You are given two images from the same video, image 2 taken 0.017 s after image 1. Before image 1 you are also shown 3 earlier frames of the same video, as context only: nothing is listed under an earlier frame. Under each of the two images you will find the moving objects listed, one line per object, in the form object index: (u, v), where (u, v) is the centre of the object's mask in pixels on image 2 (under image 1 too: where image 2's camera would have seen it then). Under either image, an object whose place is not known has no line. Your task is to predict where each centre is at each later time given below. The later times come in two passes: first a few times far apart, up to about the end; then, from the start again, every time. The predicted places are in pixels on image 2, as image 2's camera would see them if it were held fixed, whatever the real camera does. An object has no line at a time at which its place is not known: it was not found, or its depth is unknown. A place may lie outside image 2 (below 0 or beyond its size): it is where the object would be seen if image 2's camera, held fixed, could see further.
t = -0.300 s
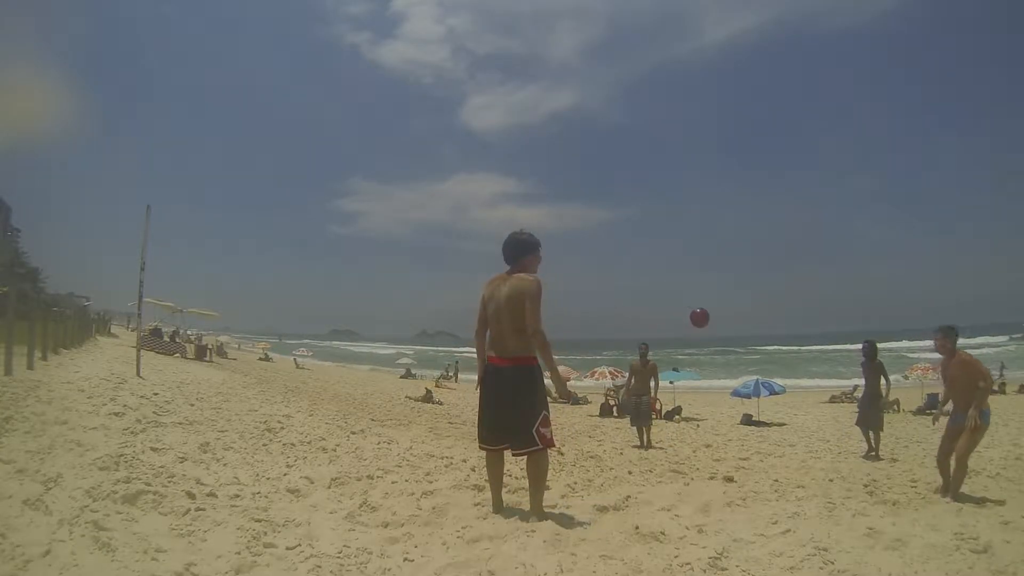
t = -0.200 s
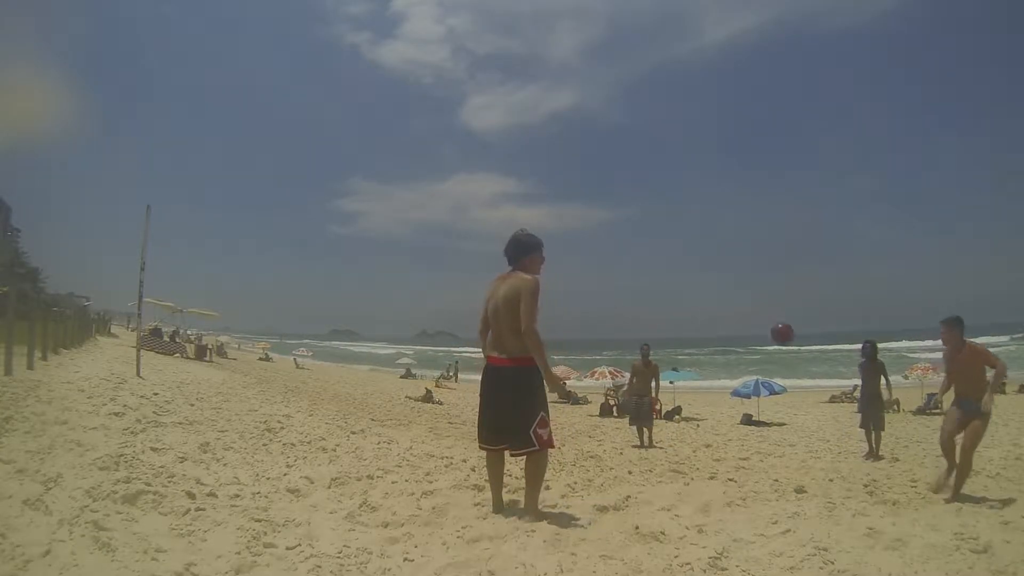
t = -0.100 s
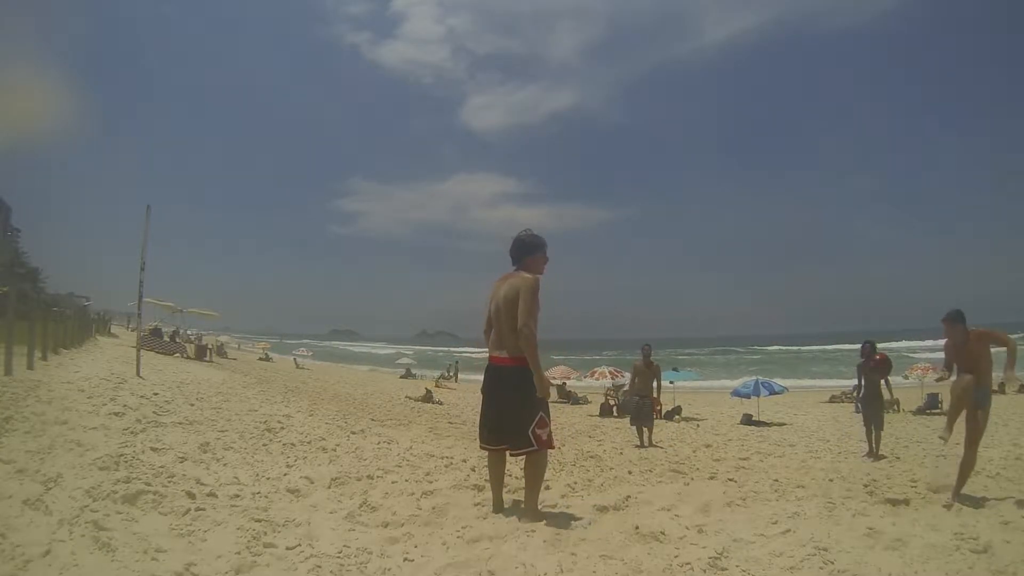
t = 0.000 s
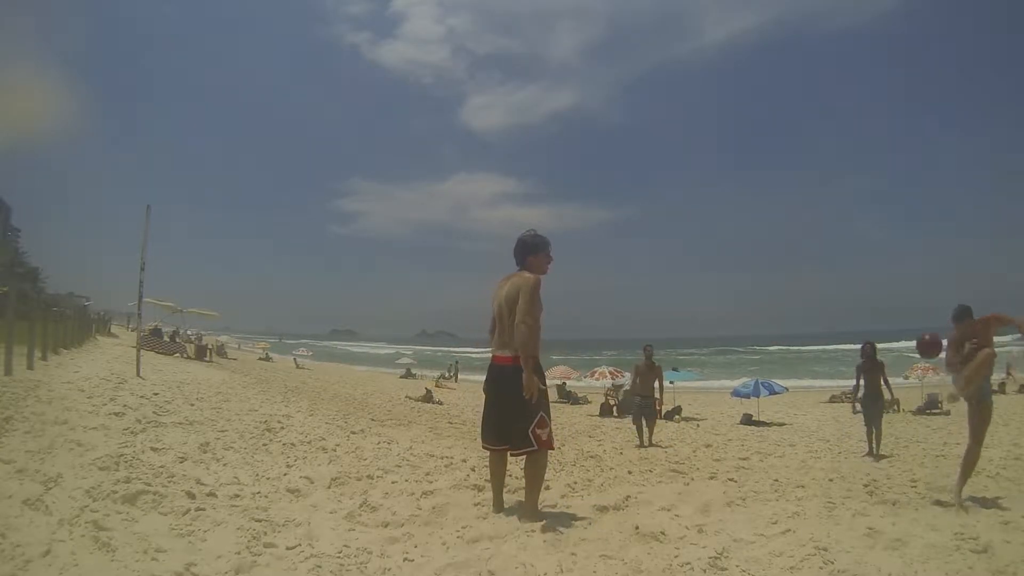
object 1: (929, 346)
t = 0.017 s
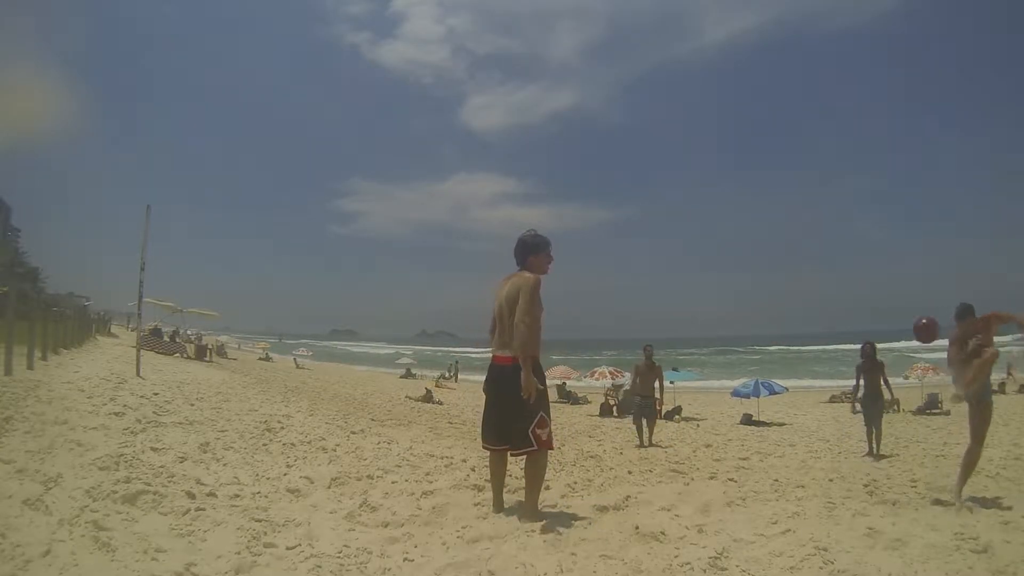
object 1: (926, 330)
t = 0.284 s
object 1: (868, 145)
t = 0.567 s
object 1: (819, 61)
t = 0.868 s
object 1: (791, 55)
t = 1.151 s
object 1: (786, 120)
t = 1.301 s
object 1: (787, 187)
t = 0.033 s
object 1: (923, 314)
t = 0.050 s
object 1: (919, 300)
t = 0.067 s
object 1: (916, 286)
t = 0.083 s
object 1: (912, 272)
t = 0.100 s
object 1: (908, 259)
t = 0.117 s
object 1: (905, 246)
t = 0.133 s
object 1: (901, 233)
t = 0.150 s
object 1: (898, 221)
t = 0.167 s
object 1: (894, 210)
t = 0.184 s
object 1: (890, 199)
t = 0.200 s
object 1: (886, 189)
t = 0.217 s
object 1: (883, 180)
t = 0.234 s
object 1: (879, 170)
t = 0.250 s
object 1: (875, 161)
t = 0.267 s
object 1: (872, 152)
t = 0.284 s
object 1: (868, 145)
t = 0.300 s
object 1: (865, 137)
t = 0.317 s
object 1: (861, 130)
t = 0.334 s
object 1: (858, 123)
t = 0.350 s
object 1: (854, 116)
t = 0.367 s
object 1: (851, 110)
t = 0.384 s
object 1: (848, 104)
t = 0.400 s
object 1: (845, 99)
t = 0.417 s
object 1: (842, 94)
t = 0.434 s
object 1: (839, 89)
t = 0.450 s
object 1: (836, 84)
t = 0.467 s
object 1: (833, 80)
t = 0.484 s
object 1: (831, 76)
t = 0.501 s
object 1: (828, 72)
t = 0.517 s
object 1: (825, 69)
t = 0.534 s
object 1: (823, 66)
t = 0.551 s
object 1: (821, 63)
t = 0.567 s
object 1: (819, 61)
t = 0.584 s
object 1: (817, 58)
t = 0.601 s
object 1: (814, 56)
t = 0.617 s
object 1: (812, 54)
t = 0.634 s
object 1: (810, 53)
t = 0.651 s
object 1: (808, 52)
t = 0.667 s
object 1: (807, 51)
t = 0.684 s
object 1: (805, 50)
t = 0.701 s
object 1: (803, 49)
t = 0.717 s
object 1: (802, 49)
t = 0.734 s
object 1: (800, 49)
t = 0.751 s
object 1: (799, 49)
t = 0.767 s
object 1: (798, 49)
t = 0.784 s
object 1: (797, 49)
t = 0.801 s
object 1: (796, 50)
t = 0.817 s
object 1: (794, 51)
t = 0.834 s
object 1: (793, 53)
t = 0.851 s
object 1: (792, 54)
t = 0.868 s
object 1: (791, 55)
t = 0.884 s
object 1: (790, 57)
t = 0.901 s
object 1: (790, 59)
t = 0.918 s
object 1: (789, 62)
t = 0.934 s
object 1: (789, 64)
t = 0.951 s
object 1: (788, 67)
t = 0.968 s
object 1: (788, 70)
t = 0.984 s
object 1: (787, 73)
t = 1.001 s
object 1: (787, 77)
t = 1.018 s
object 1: (787, 80)
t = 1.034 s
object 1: (786, 85)
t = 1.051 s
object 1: (786, 89)
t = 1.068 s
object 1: (786, 93)
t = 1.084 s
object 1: (786, 98)
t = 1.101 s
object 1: (786, 103)
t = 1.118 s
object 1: (786, 109)
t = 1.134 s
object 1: (786, 114)
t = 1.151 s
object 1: (786, 120)
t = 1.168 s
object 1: (786, 127)
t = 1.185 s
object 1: (786, 133)
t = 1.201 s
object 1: (786, 140)
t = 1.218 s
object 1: (786, 147)
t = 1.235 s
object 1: (786, 154)
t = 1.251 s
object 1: (786, 162)
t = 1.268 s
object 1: (786, 170)
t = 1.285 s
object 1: (786, 178)
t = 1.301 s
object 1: (787, 187)
